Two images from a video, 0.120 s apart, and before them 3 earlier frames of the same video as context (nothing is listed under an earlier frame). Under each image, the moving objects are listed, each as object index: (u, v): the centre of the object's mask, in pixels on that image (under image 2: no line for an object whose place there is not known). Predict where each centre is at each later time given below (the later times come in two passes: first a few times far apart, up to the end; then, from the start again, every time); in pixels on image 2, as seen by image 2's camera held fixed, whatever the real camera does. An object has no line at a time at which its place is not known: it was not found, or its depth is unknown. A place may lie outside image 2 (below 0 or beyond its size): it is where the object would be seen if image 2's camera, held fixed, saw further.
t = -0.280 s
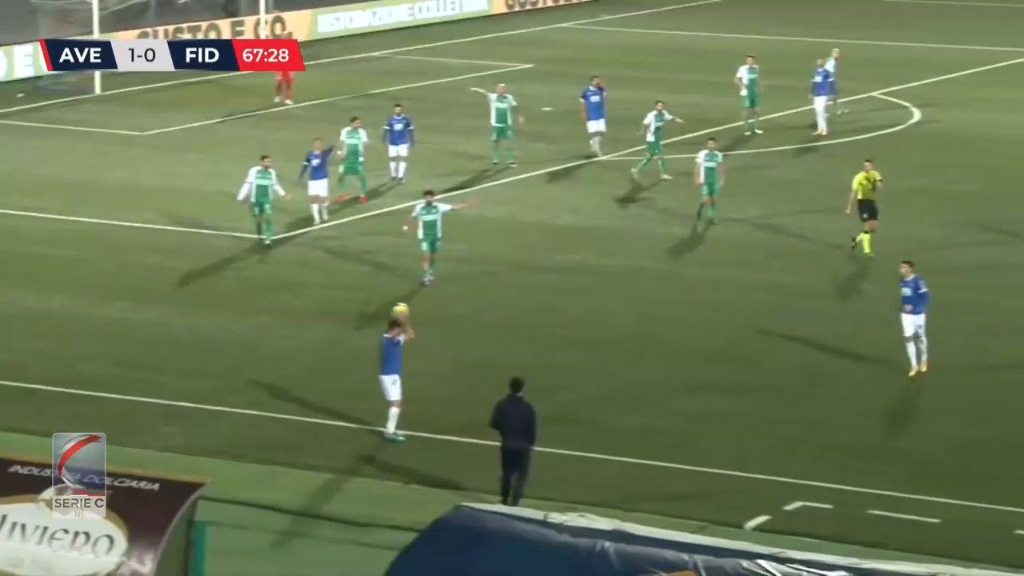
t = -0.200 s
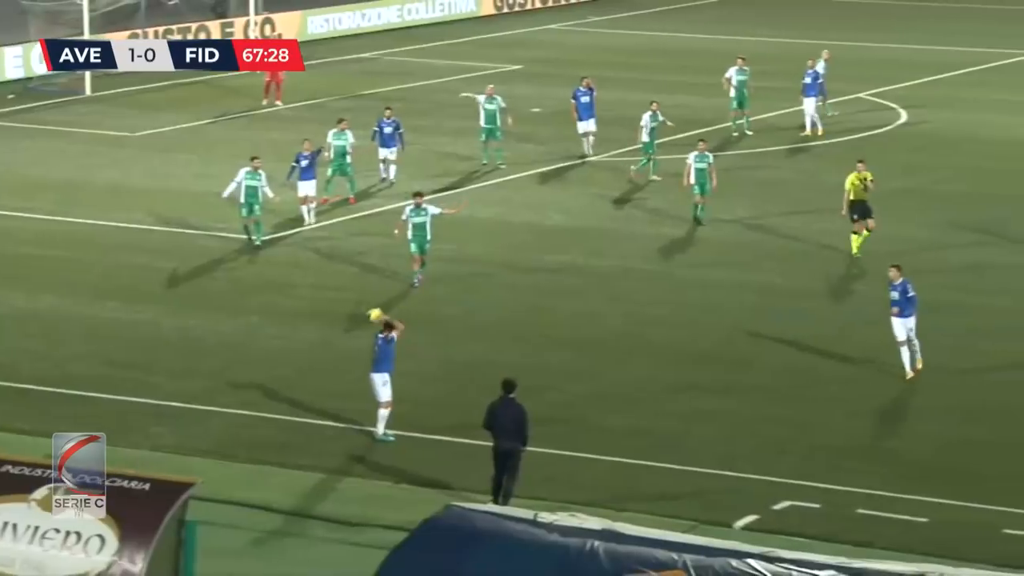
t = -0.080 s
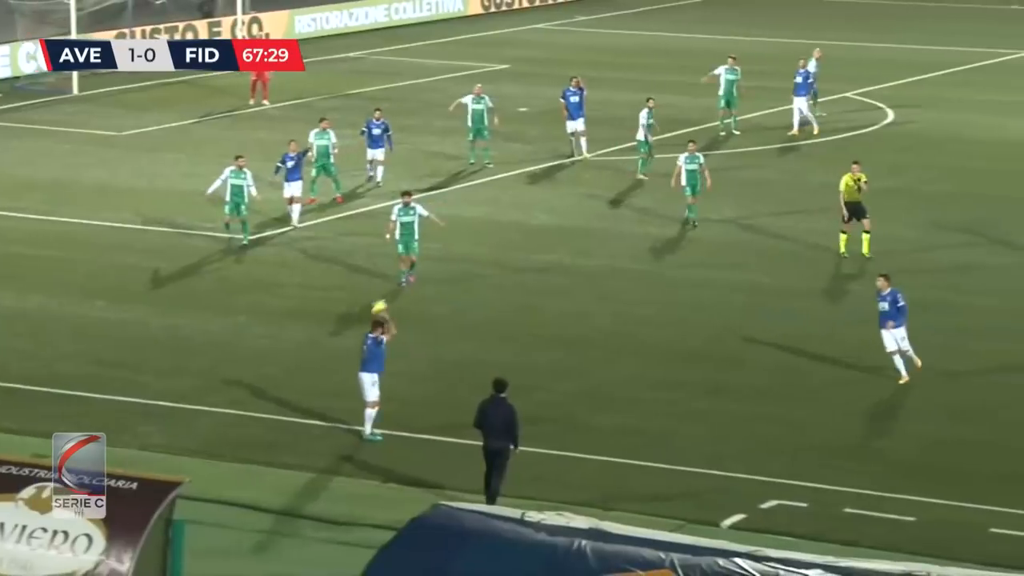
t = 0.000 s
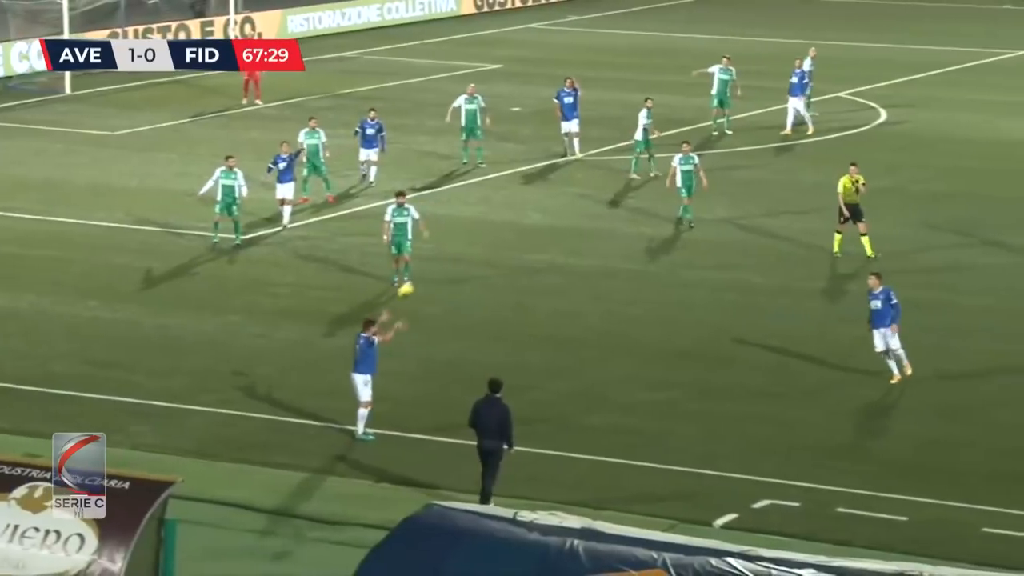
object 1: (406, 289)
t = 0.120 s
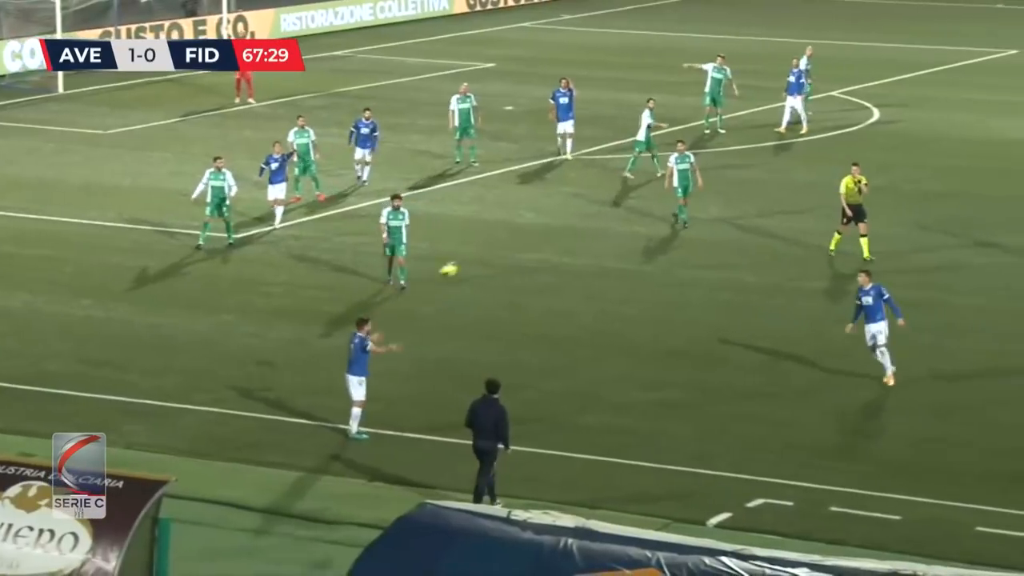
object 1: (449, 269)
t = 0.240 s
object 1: (497, 259)
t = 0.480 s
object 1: (591, 268)
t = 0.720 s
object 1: (679, 312)
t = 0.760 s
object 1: (693, 323)
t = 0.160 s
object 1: (465, 265)
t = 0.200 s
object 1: (481, 261)
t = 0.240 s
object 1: (497, 259)
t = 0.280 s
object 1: (514, 258)
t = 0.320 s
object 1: (530, 258)
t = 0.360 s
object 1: (545, 259)
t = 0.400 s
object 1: (561, 261)
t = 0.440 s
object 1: (576, 264)
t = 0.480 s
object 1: (591, 268)
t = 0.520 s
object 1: (606, 273)
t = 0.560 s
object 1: (621, 279)
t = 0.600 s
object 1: (635, 286)
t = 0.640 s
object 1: (650, 294)
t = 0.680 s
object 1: (665, 303)
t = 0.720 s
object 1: (679, 312)
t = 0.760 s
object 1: (693, 323)
